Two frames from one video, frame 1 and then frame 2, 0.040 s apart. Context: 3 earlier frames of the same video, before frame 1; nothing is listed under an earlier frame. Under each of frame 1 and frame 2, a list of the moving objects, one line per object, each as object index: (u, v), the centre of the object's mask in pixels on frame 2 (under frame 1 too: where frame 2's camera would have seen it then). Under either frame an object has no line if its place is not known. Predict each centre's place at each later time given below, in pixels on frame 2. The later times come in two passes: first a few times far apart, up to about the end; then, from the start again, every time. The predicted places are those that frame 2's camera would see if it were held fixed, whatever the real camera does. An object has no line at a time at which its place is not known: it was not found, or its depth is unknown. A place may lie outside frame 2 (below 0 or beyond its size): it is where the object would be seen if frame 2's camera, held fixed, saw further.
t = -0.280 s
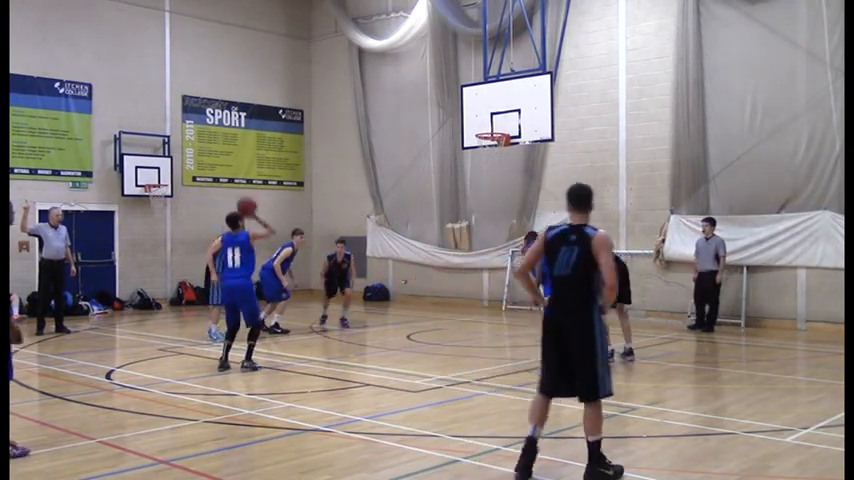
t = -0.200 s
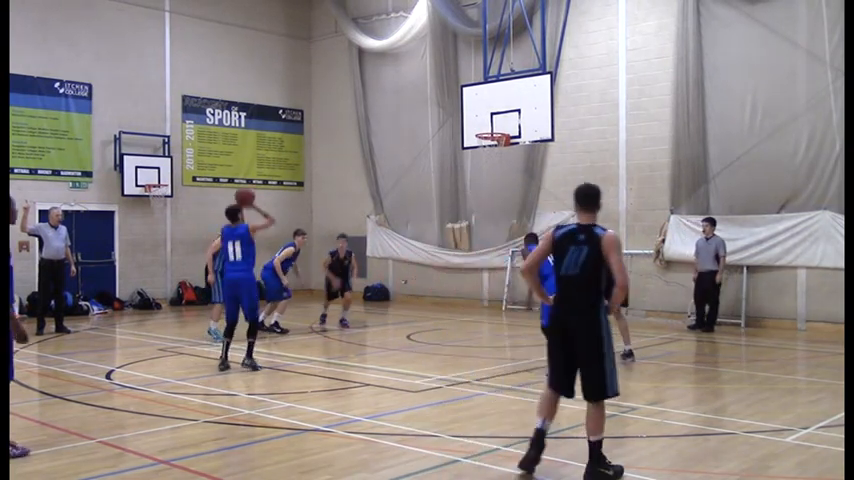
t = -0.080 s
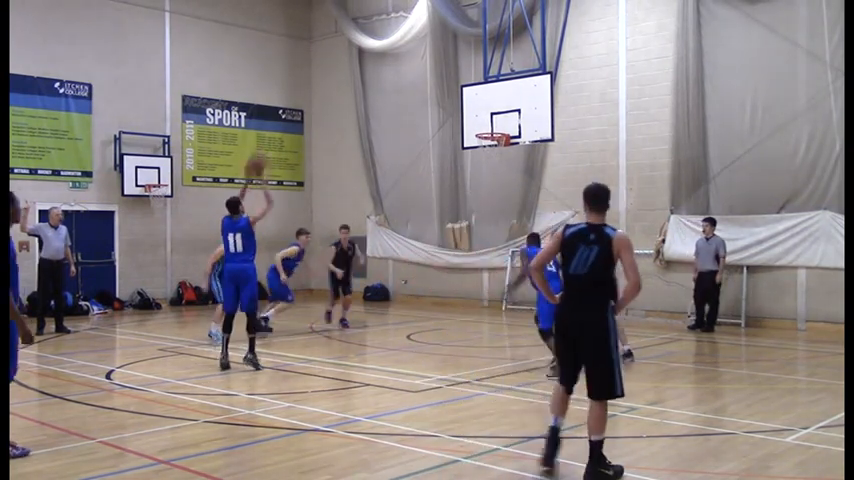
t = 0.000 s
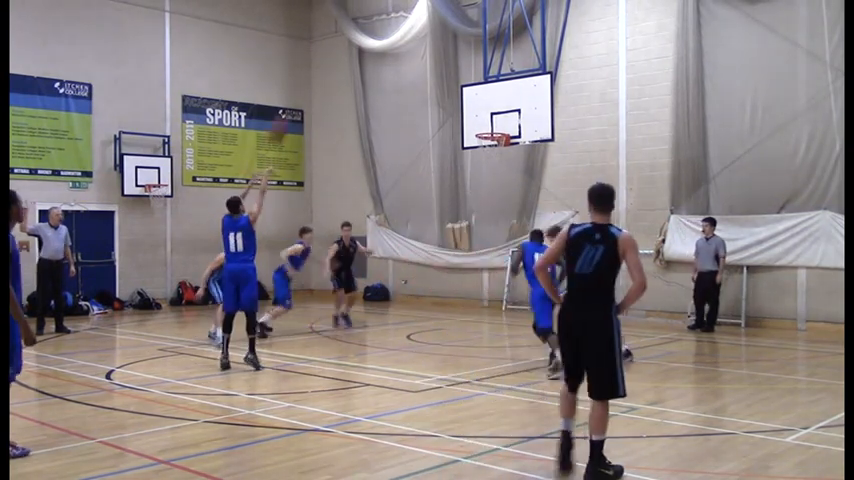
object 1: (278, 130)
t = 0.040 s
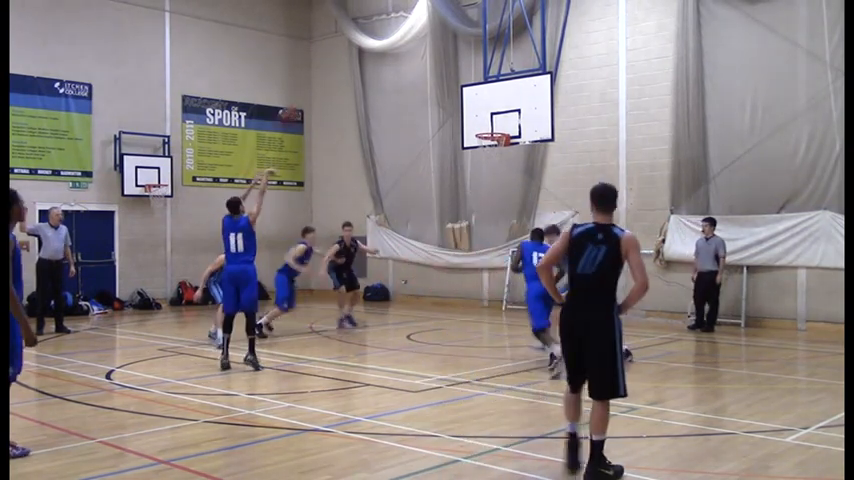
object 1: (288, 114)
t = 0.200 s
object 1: (331, 72)
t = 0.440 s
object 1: (390, 47)
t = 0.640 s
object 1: (432, 58)
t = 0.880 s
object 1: (478, 103)
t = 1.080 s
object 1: (480, 153)
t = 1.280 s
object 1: (473, 150)
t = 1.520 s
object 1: (472, 174)
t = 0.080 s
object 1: (301, 101)
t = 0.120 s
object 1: (311, 89)
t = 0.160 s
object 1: (322, 80)
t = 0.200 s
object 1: (331, 72)
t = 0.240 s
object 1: (343, 64)
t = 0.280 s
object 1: (352, 58)
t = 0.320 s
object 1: (361, 54)
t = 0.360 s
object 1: (371, 49)
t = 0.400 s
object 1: (381, 47)
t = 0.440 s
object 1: (390, 47)
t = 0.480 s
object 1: (399, 46)
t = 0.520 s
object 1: (407, 47)
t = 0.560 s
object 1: (416, 50)
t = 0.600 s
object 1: (424, 53)
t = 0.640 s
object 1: (432, 58)
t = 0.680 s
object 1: (440, 63)
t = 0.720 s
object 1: (449, 70)
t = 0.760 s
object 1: (456, 77)
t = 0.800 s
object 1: (463, 85)
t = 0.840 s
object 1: (471, 94)
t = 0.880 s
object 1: (478, 103)
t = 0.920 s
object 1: (486, 115)
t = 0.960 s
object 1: (493, 126)
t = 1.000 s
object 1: (497, 140)
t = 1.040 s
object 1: (488, 147)
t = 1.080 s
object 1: (480, 153)
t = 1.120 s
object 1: (476, 154)
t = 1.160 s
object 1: (474, 152)
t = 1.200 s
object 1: (474, 150)
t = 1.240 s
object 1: (474, 149)
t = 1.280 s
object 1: (473, 150)
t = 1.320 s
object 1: (473, 151)
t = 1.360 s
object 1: (473, 155)
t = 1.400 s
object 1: (473, 157)
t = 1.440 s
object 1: (472, 161)
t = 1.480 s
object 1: (472, 167)
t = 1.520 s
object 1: (472, 174)
